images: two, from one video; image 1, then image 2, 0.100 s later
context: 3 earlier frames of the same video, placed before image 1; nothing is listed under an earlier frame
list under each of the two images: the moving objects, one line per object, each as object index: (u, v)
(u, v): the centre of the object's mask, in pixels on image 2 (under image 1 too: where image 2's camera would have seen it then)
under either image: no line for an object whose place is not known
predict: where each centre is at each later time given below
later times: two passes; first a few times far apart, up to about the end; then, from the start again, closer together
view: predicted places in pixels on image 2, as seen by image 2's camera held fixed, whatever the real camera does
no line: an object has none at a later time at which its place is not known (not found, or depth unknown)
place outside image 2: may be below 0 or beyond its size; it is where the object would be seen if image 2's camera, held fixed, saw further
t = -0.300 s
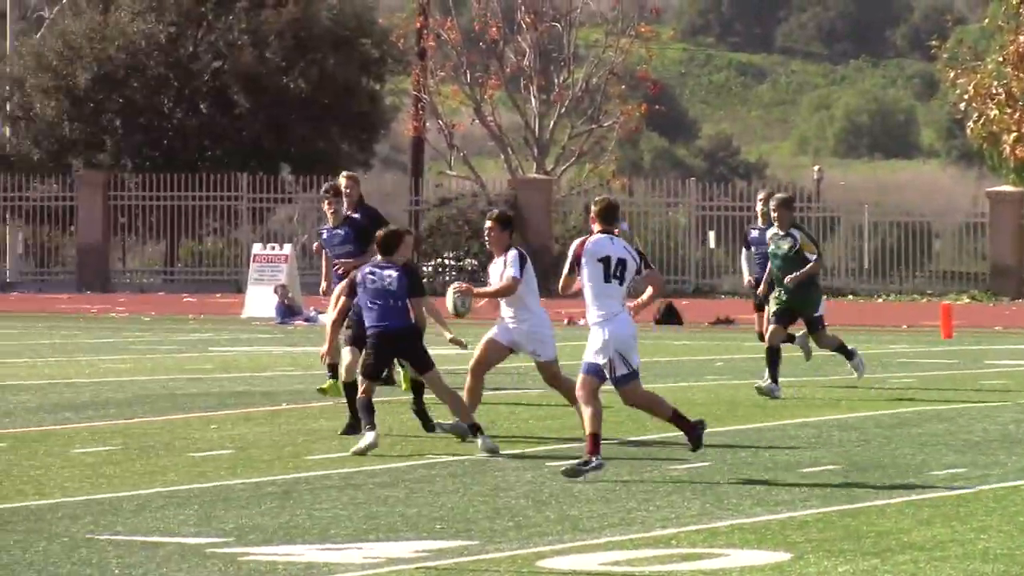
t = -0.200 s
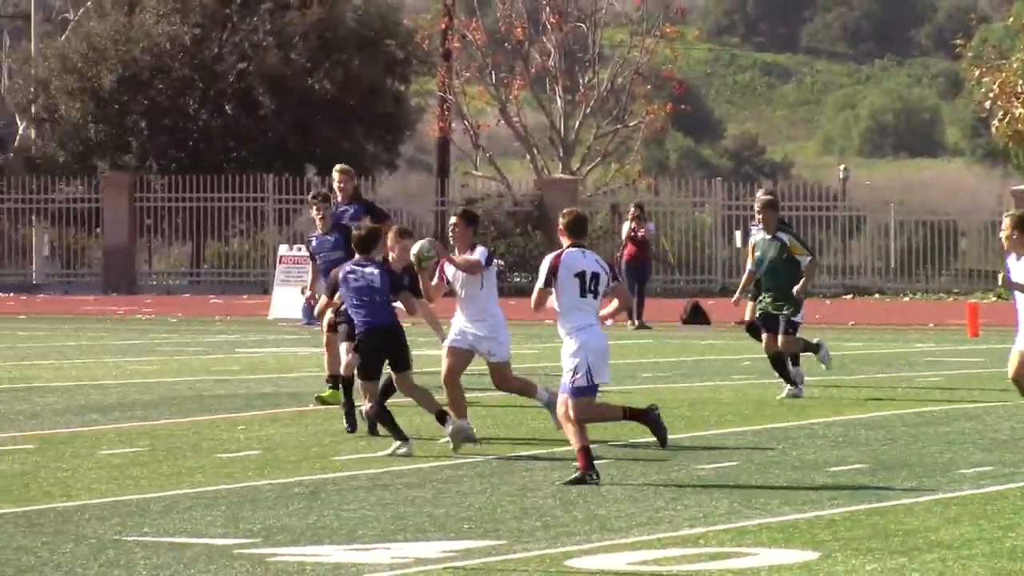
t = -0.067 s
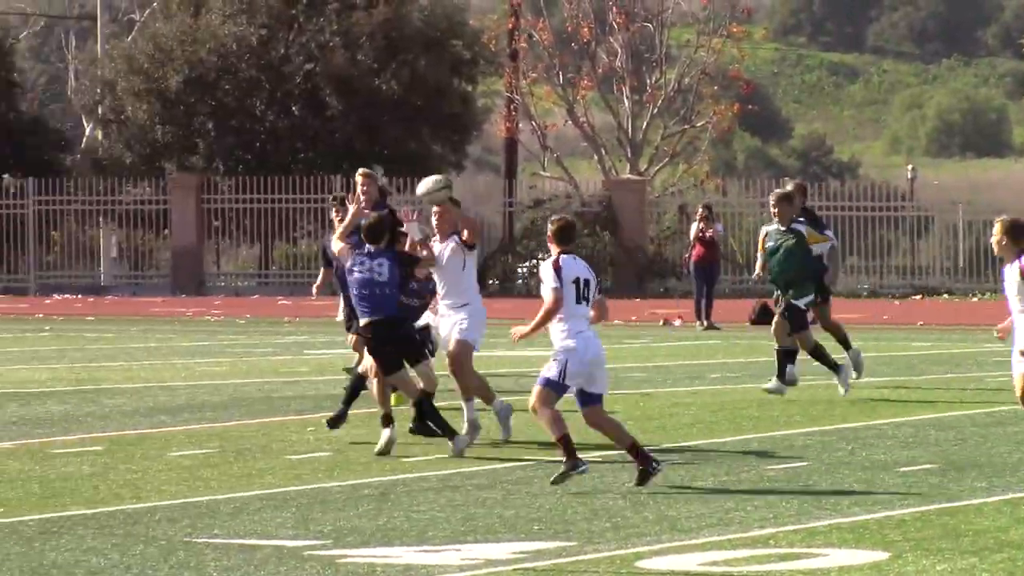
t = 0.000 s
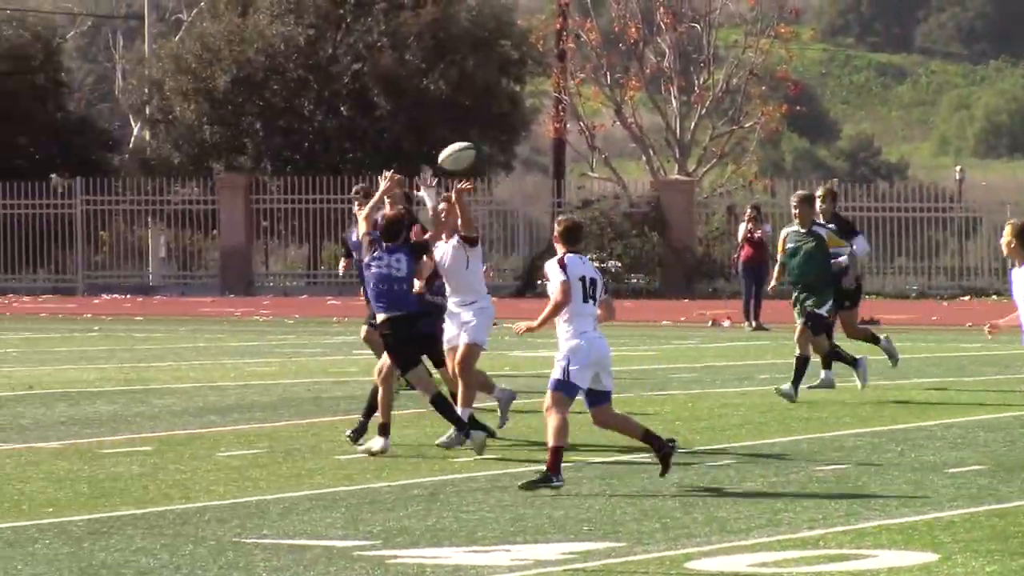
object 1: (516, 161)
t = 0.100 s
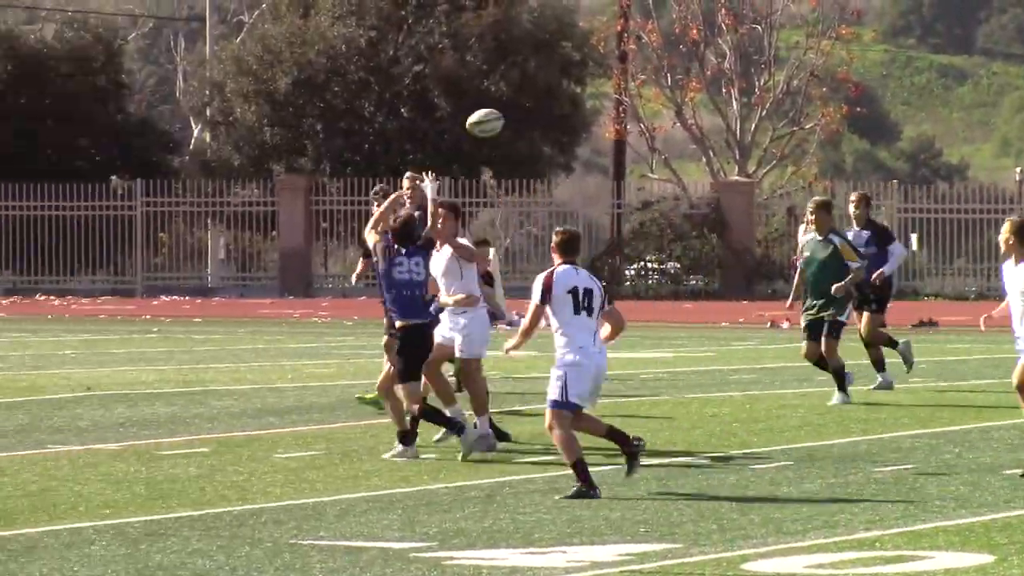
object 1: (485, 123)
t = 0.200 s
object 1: (451, 103)
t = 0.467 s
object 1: (355, 116)
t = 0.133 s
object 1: (473, 114)
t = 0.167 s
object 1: (462, 107)
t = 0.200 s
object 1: (451, 103)
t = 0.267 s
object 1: (427, 96)
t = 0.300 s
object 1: (414, 96)
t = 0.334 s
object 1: (403, 96)
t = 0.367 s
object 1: (390, 98)
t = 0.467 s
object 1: (355, 116)
